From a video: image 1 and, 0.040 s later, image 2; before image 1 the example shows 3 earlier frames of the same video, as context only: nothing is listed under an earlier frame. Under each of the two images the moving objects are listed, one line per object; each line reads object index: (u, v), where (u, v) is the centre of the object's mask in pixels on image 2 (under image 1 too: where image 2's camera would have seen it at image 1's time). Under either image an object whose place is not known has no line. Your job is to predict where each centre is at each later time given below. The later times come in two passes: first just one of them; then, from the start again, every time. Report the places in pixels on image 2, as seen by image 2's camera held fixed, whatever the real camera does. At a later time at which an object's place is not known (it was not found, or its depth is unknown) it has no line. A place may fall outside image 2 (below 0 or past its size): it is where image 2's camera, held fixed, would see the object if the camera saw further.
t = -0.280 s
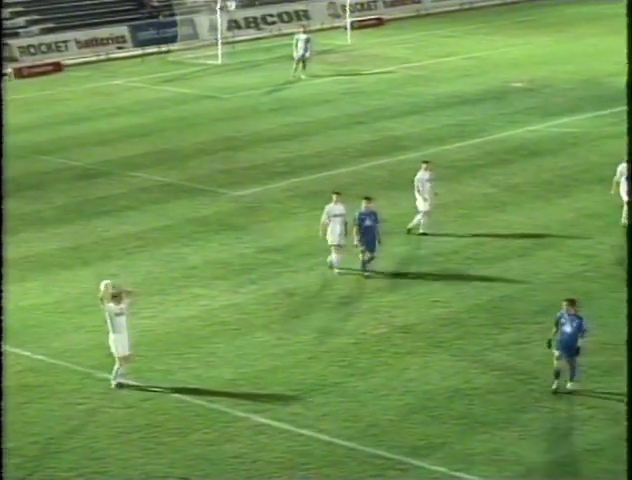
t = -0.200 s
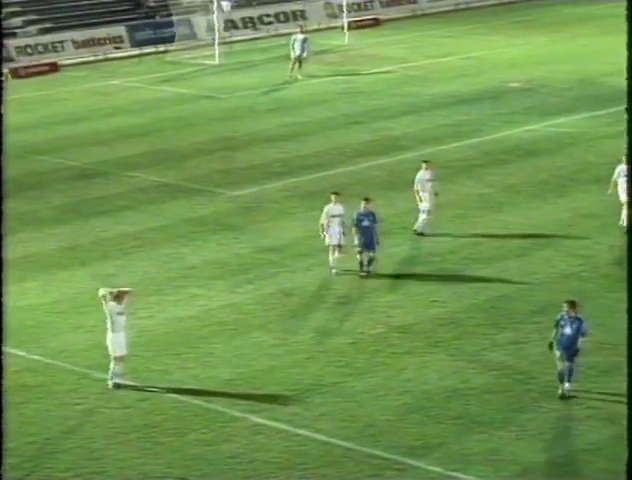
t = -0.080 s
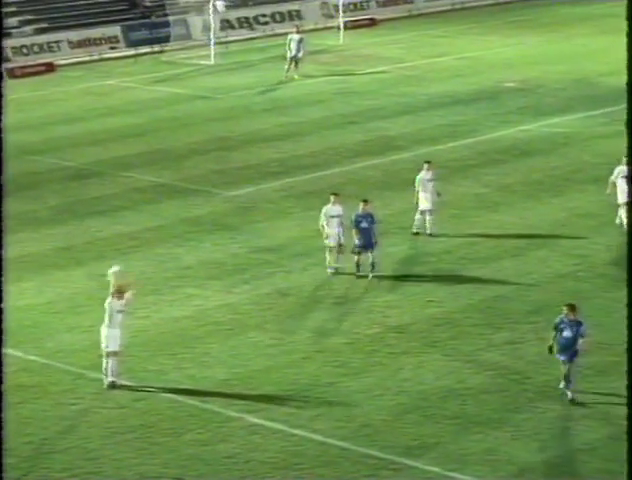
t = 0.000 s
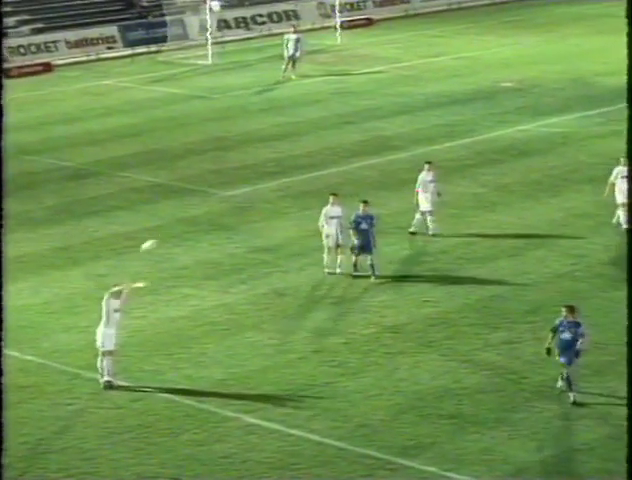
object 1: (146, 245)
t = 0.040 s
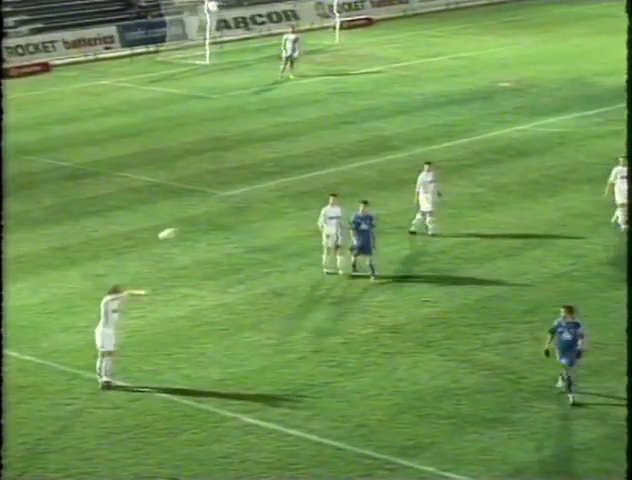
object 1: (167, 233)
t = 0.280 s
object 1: (286, 183)
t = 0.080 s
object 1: (187, 223)
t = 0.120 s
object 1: (207, 213)
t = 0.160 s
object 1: (226, 204)
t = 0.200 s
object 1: (246, 196)
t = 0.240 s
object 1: (265, 189)
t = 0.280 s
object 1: (286, 183)
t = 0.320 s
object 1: (306, 178)
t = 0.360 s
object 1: (324, 174)
